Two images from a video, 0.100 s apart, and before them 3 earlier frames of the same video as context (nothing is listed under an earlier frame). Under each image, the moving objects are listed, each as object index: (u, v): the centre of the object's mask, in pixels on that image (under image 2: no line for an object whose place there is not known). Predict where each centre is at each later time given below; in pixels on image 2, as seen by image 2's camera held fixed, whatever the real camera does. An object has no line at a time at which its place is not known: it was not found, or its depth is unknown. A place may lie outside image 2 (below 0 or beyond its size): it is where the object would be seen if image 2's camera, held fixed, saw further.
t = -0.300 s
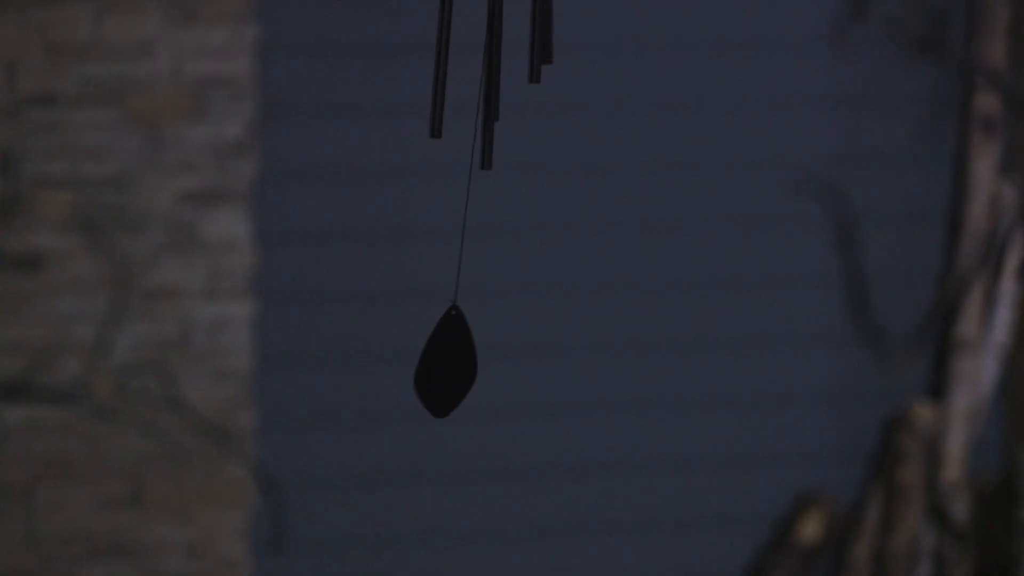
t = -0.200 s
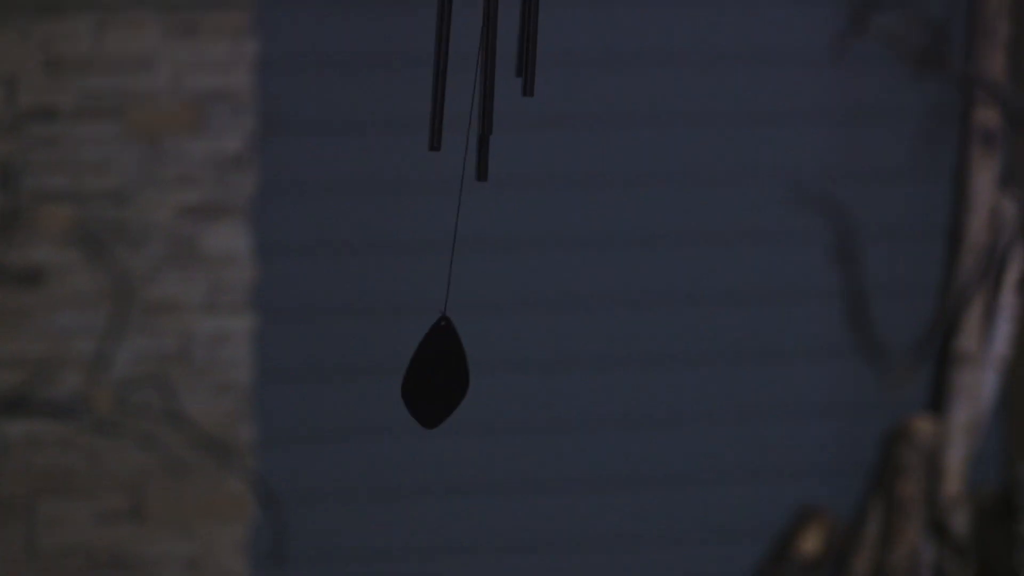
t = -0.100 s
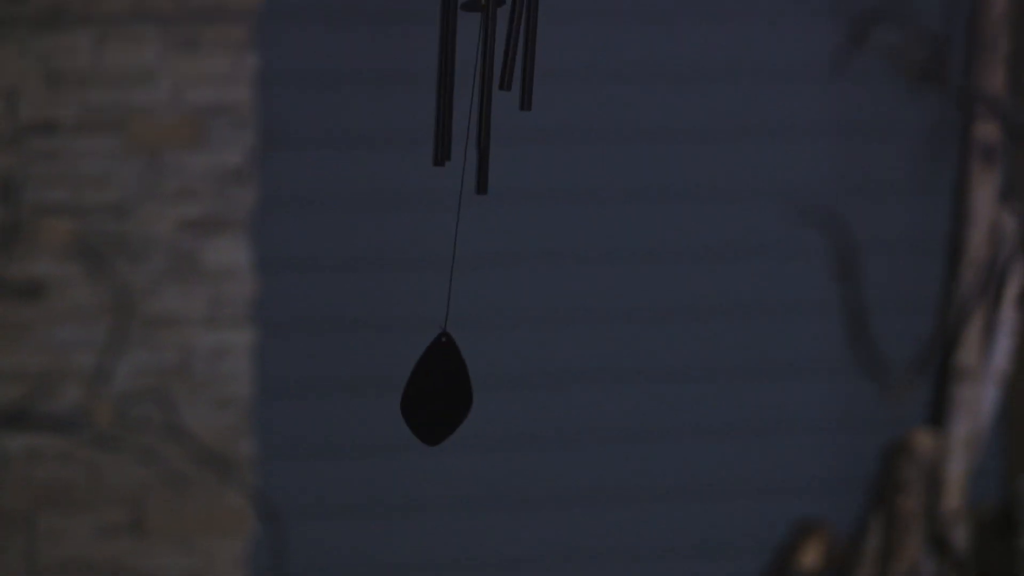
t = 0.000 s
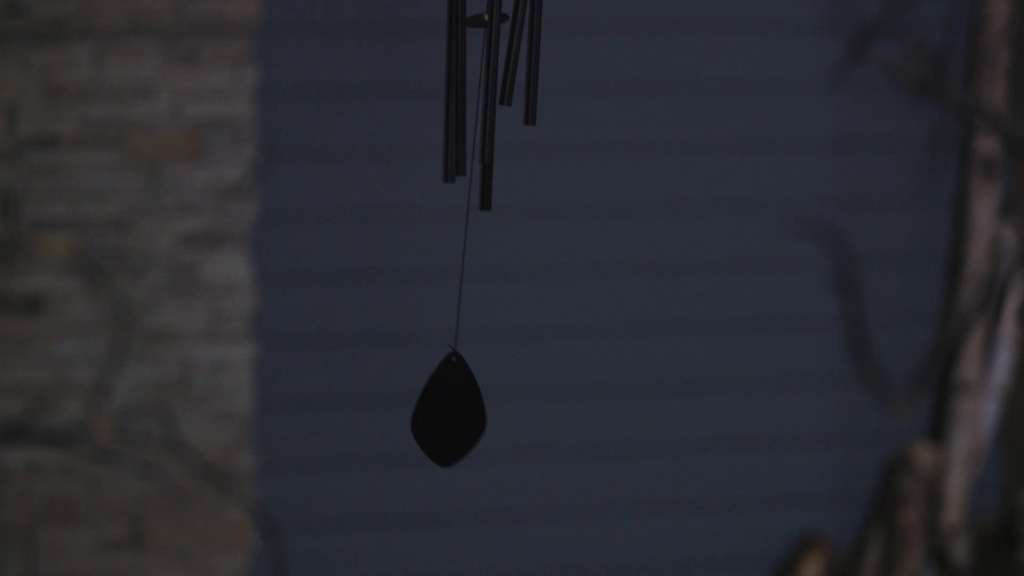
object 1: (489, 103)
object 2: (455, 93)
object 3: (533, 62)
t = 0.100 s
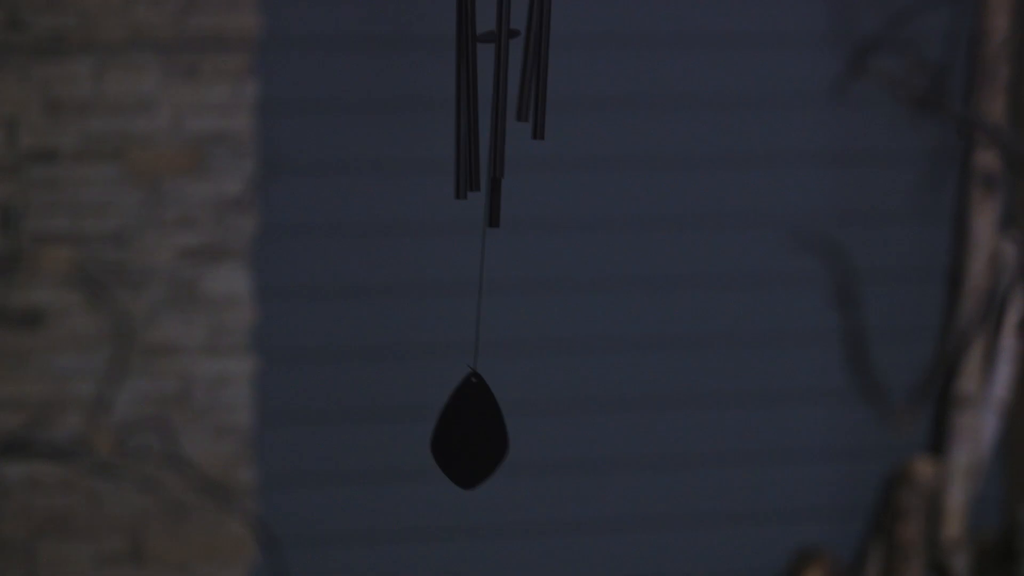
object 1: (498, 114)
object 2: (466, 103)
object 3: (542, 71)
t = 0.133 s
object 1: (504, 108)
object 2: (471, 99)
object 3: (547, 64)
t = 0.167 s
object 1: (507, 108)
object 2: (473, 98)
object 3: (547, 62)
